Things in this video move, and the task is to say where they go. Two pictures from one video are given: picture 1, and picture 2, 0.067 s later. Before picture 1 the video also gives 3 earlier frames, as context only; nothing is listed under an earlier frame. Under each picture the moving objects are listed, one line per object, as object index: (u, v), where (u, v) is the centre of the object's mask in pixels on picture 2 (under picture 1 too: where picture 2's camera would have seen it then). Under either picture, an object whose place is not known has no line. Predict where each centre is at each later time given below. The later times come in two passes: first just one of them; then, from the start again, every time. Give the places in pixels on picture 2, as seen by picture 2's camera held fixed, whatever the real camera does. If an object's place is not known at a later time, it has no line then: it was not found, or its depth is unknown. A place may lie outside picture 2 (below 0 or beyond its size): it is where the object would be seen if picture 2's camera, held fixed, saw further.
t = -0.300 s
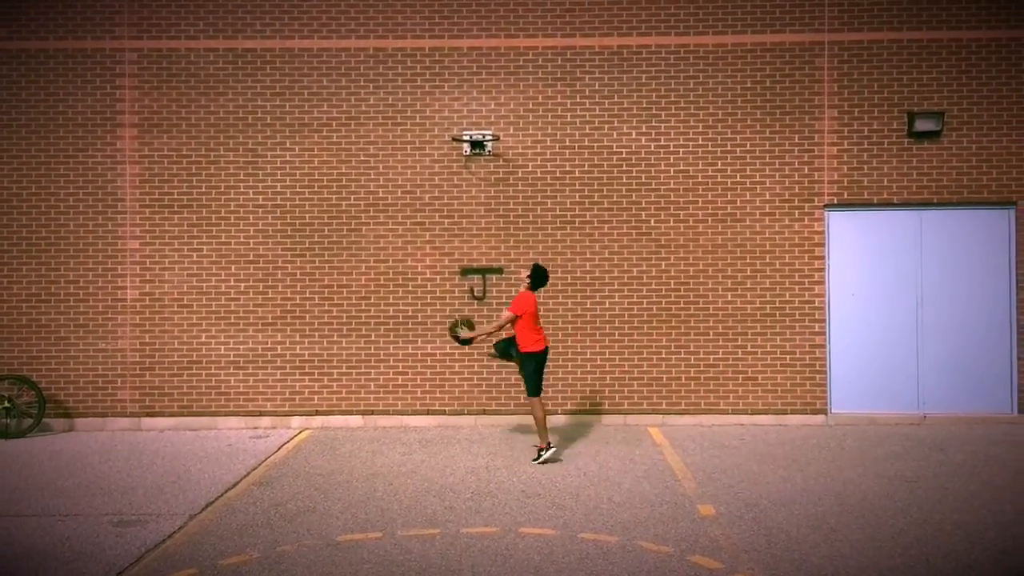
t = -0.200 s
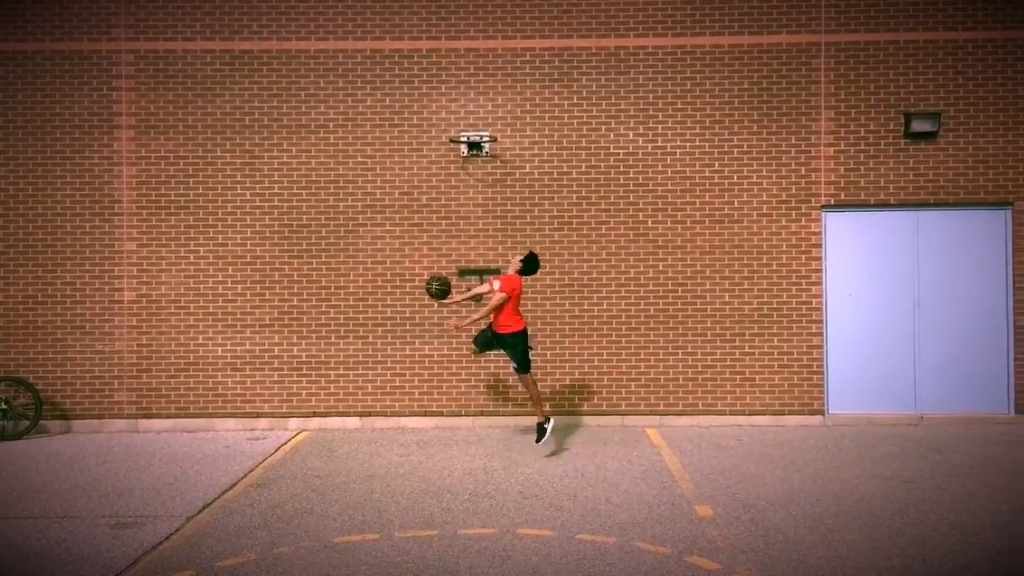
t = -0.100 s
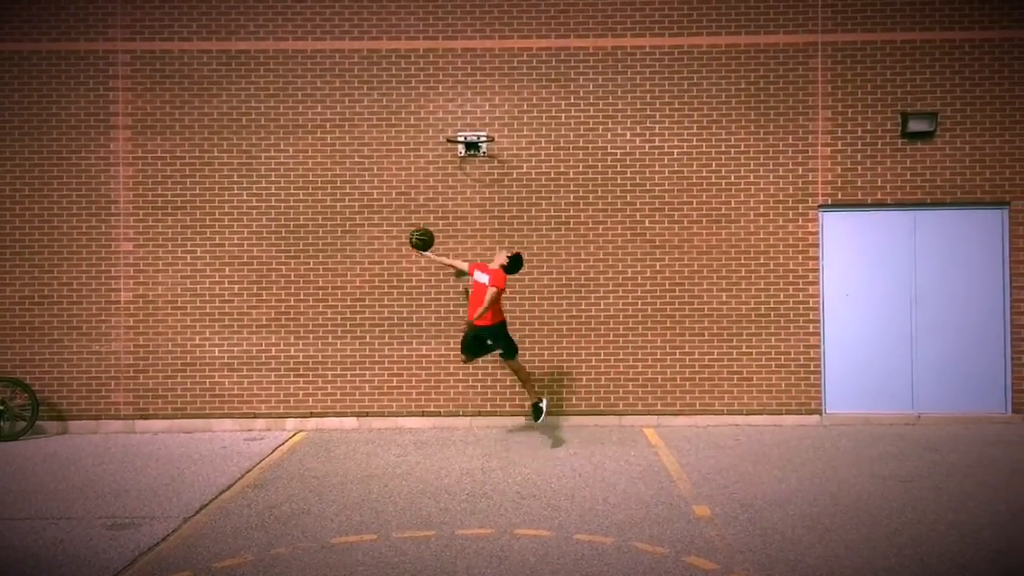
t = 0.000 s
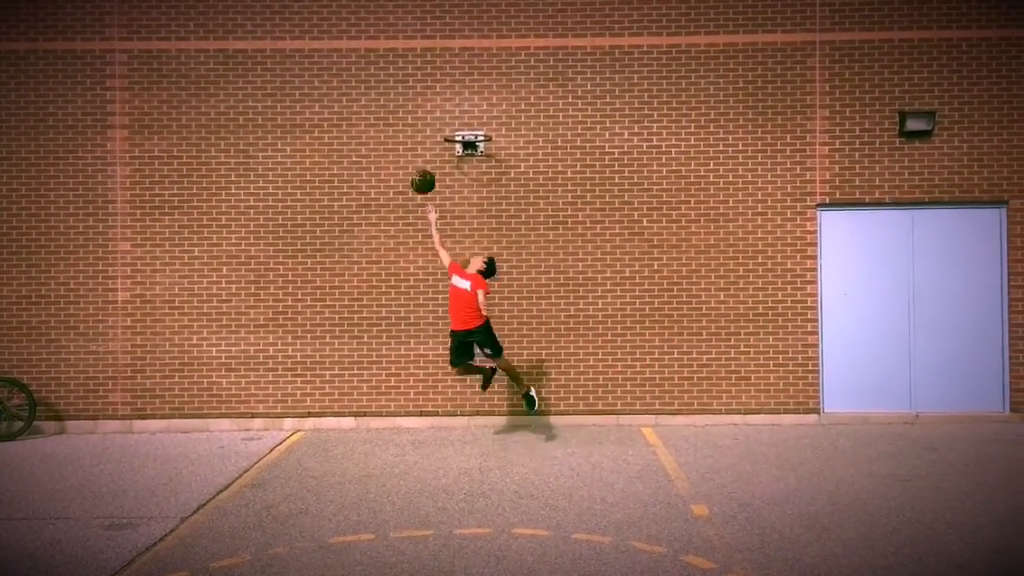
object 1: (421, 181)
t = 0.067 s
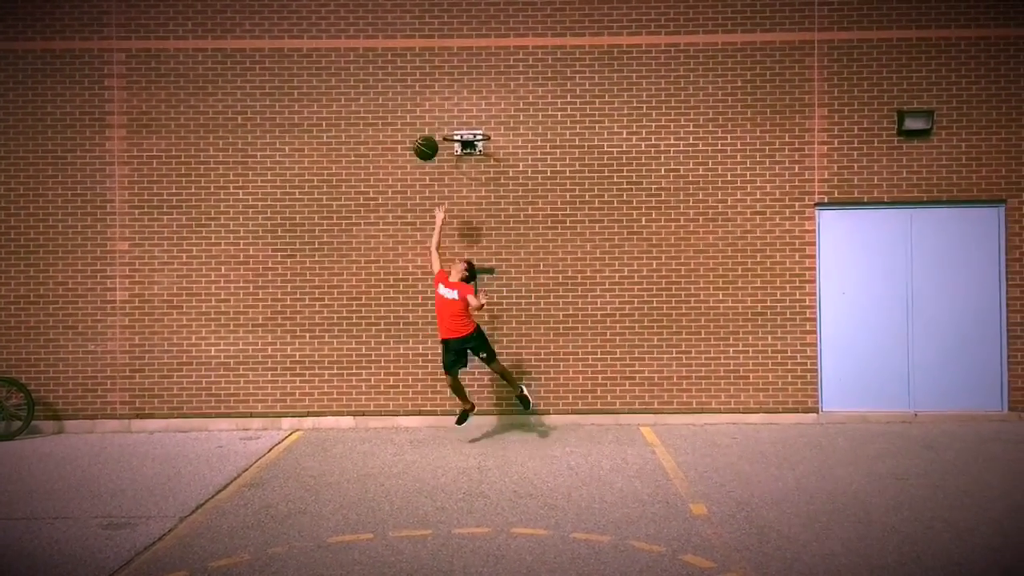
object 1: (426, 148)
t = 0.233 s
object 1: (436, 88)
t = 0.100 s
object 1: (428, 133)
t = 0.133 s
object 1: (430, 120)
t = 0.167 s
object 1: (432, 108)
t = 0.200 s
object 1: (434, 97)
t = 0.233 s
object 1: (436, 88)
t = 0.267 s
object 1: (437, 79)
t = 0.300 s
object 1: (440, 72)
